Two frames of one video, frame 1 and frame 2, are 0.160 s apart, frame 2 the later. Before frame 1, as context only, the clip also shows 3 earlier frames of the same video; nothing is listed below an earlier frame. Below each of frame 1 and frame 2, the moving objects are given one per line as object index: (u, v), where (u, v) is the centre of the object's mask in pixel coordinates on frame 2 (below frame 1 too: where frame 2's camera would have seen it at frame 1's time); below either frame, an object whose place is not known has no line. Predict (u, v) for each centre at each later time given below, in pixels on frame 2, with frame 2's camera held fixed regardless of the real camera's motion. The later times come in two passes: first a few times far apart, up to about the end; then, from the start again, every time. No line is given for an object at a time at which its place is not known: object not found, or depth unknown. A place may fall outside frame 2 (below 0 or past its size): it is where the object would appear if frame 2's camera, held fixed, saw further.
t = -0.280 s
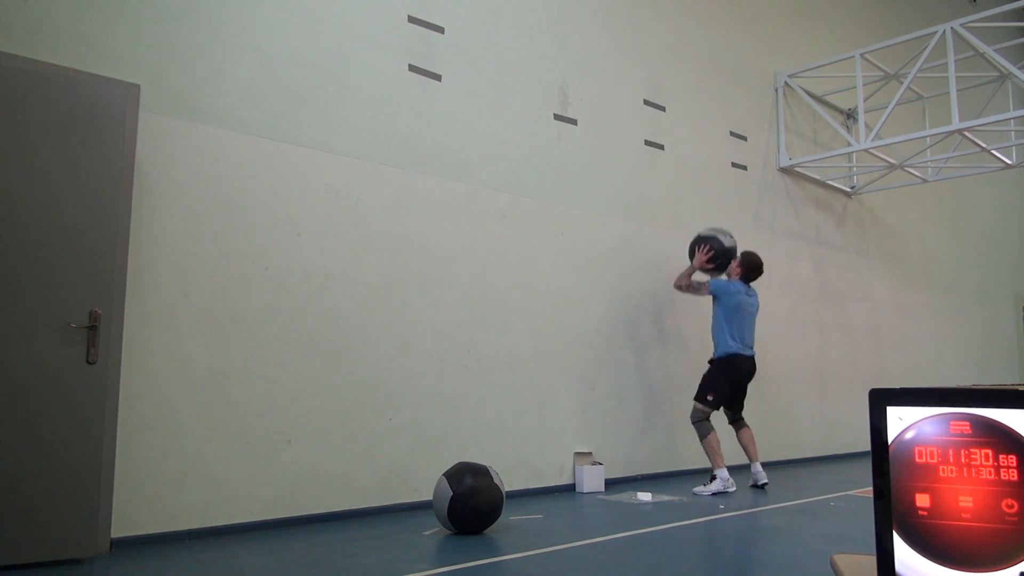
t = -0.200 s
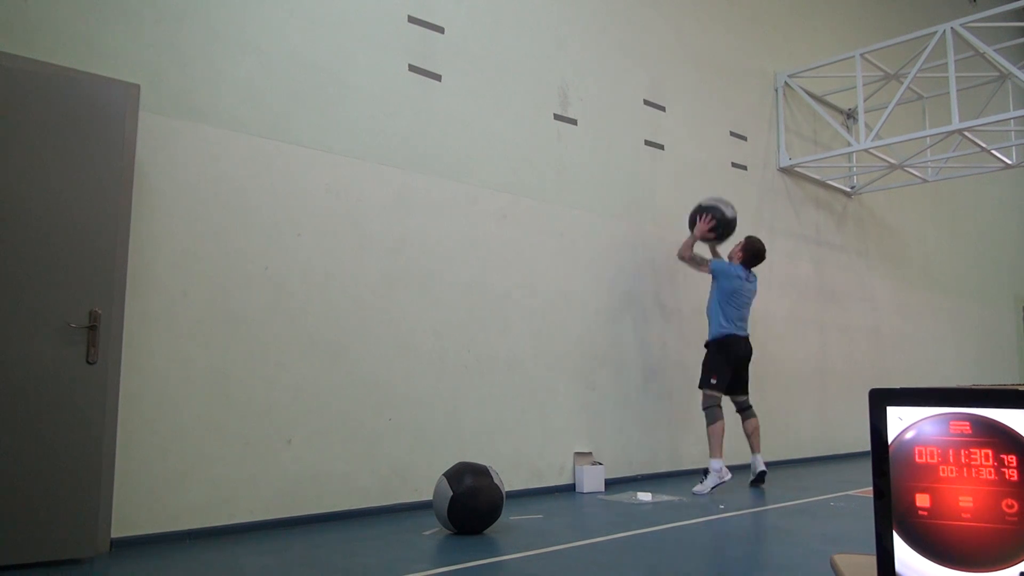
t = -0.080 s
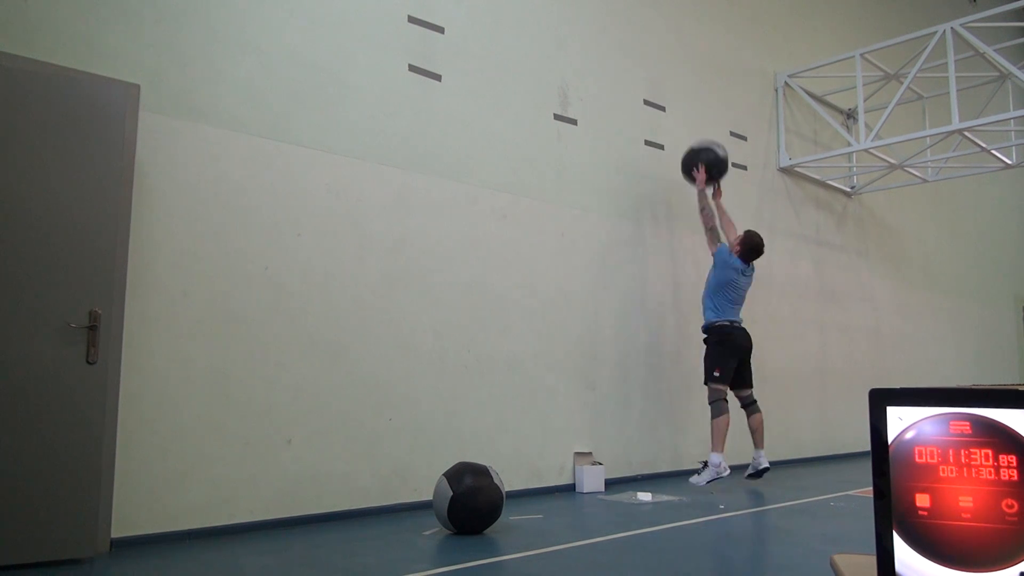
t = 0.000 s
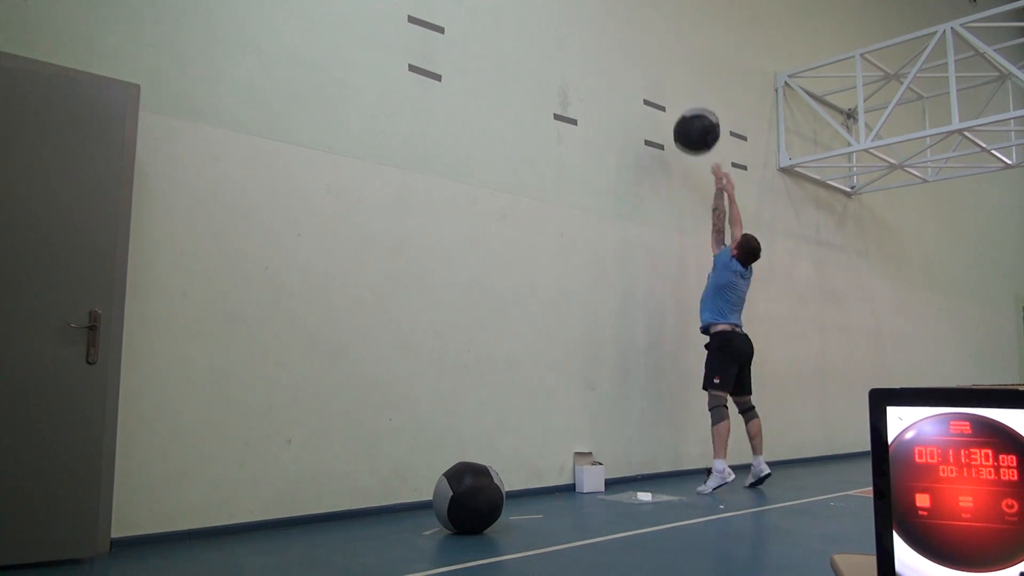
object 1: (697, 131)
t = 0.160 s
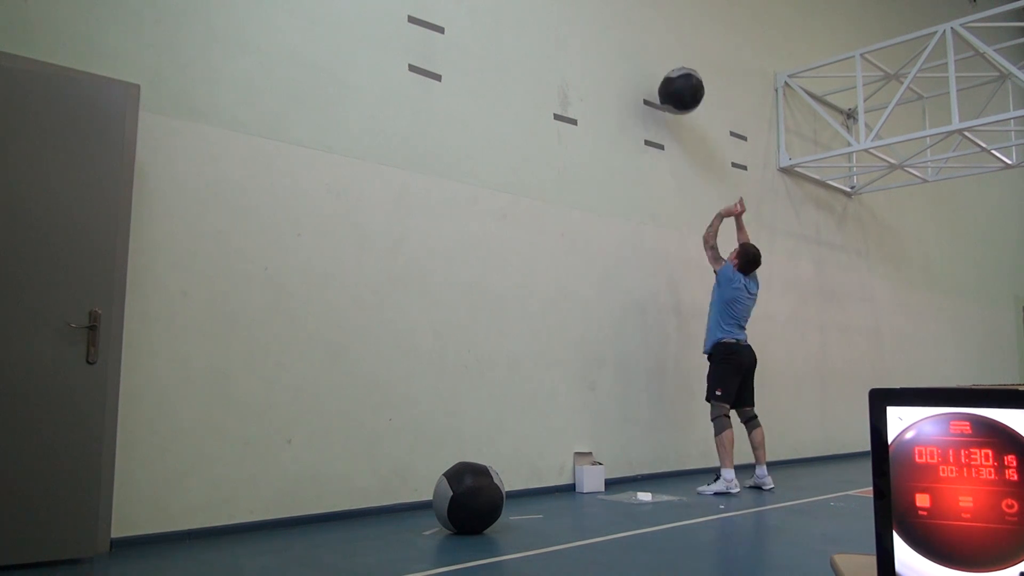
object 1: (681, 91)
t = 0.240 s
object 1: (674, 83)
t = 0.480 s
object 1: (670, 92)
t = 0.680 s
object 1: (680, 149)
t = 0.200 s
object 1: (677, 86)
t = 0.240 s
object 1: (674, 83)
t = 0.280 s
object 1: (670, 81)
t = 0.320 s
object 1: (666, 82)
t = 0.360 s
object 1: (664, 84)
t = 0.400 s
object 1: (665, 85)
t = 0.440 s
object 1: (668, 88)
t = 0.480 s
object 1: (670, 92)
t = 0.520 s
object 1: (672, 100)
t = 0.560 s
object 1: (674, 109)
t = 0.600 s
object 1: (676, 120)
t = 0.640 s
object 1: (677, 133)
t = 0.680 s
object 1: (680, 149)
